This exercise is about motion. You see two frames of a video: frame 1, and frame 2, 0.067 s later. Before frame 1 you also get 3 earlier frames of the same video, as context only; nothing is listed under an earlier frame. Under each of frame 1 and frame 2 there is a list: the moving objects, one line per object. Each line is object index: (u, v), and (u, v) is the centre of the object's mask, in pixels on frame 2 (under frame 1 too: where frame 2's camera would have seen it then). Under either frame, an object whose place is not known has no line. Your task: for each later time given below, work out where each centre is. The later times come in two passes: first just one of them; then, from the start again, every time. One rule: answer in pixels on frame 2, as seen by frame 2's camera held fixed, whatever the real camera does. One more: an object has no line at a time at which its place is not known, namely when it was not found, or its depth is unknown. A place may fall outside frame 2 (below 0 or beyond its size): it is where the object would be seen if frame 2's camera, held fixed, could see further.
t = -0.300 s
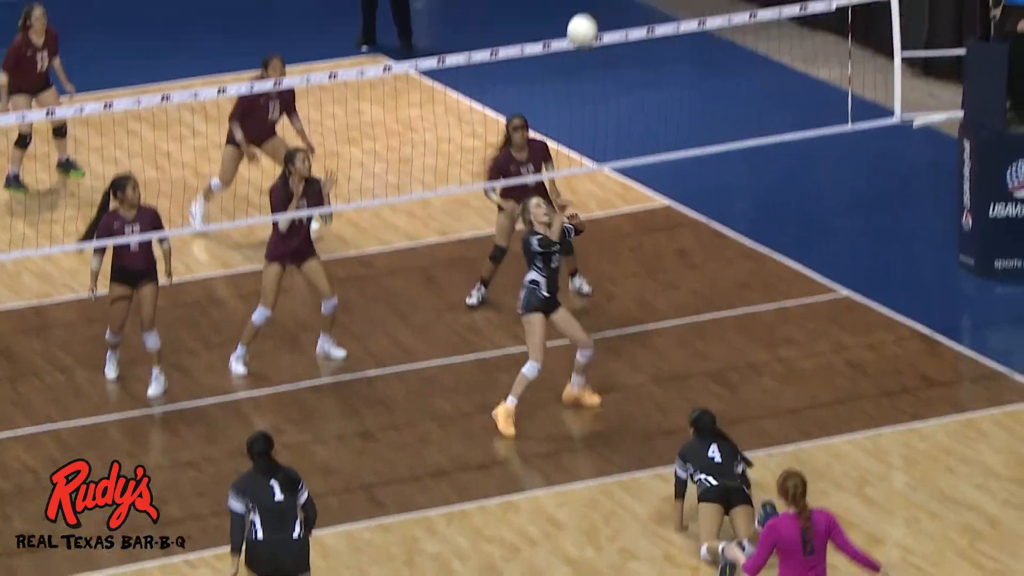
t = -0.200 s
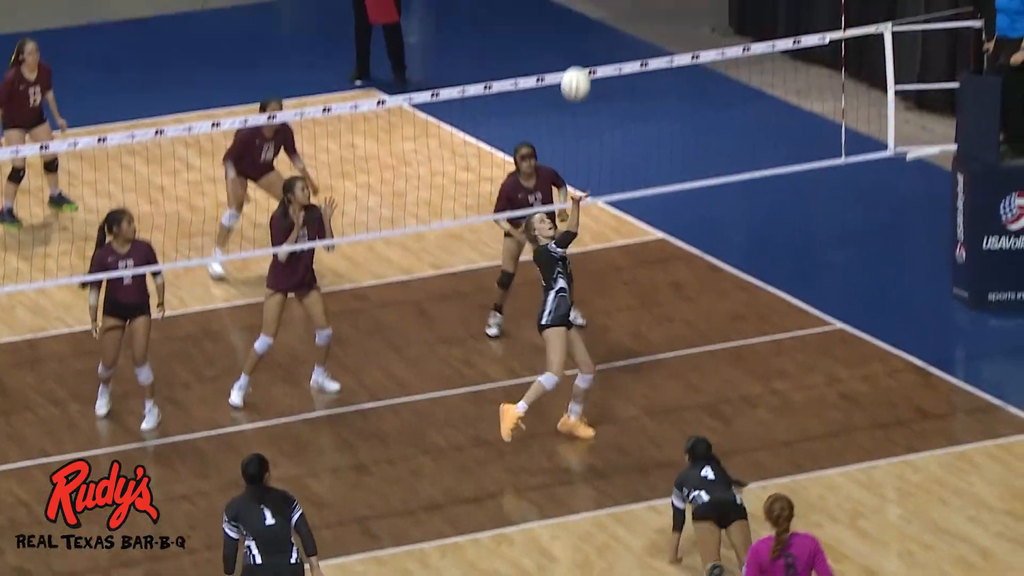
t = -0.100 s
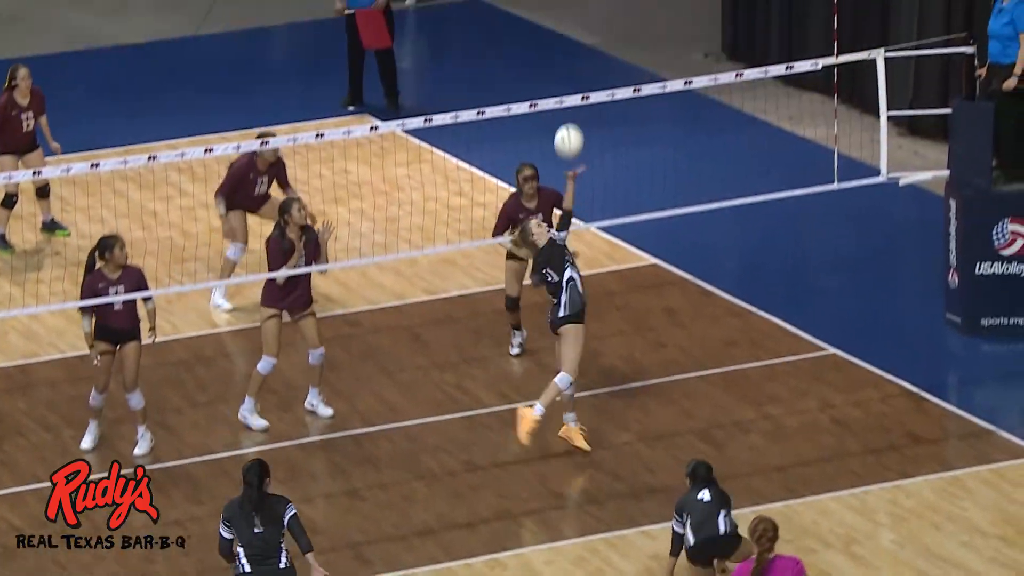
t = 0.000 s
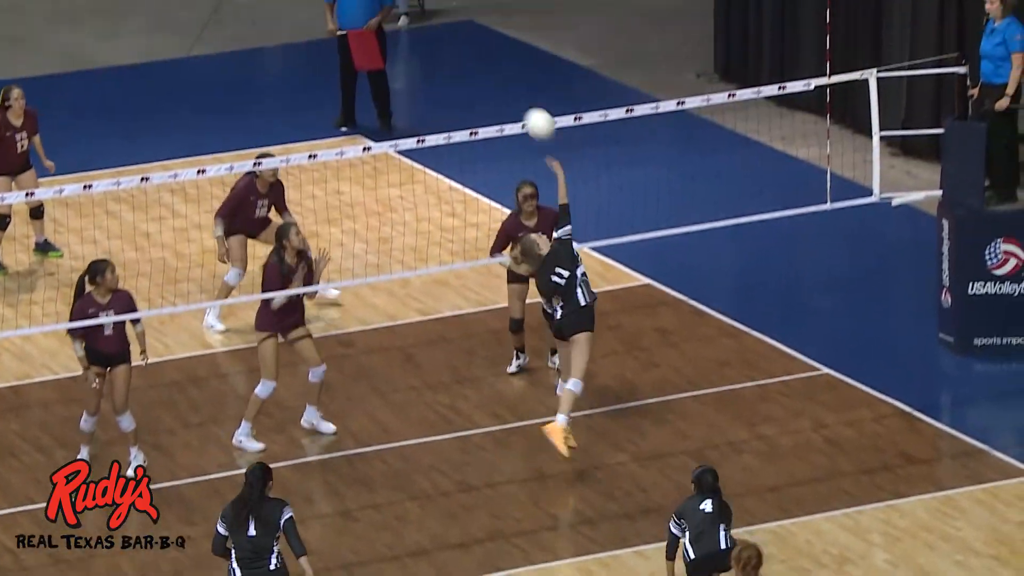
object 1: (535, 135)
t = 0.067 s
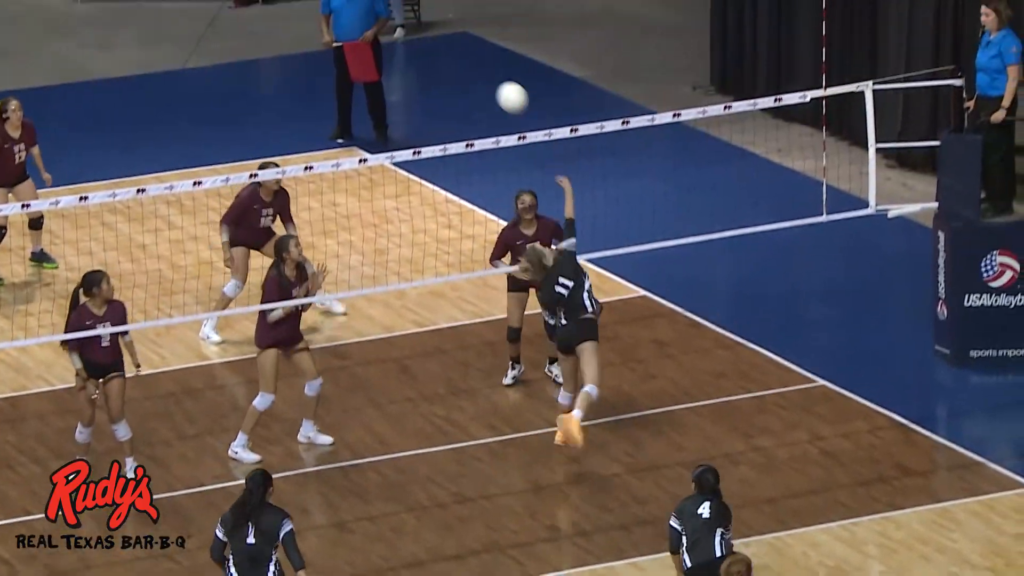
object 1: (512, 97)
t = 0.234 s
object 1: (459, 29)
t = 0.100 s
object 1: (500, 80)
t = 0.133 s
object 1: (490, 65)
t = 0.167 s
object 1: (479, 52)
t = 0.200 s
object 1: (468, 39)
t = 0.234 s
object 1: (459, 29)
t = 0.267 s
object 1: (449, 20)
